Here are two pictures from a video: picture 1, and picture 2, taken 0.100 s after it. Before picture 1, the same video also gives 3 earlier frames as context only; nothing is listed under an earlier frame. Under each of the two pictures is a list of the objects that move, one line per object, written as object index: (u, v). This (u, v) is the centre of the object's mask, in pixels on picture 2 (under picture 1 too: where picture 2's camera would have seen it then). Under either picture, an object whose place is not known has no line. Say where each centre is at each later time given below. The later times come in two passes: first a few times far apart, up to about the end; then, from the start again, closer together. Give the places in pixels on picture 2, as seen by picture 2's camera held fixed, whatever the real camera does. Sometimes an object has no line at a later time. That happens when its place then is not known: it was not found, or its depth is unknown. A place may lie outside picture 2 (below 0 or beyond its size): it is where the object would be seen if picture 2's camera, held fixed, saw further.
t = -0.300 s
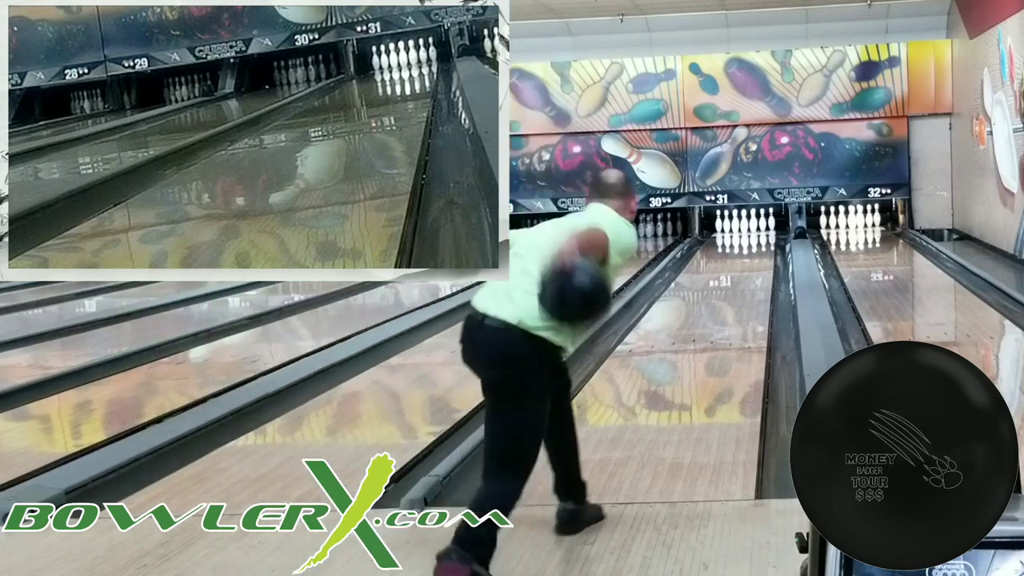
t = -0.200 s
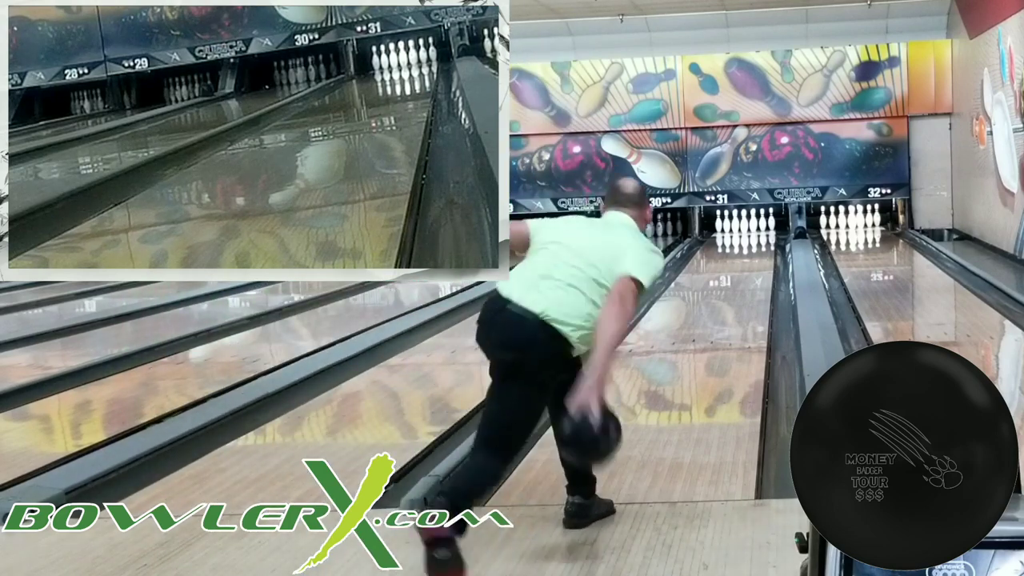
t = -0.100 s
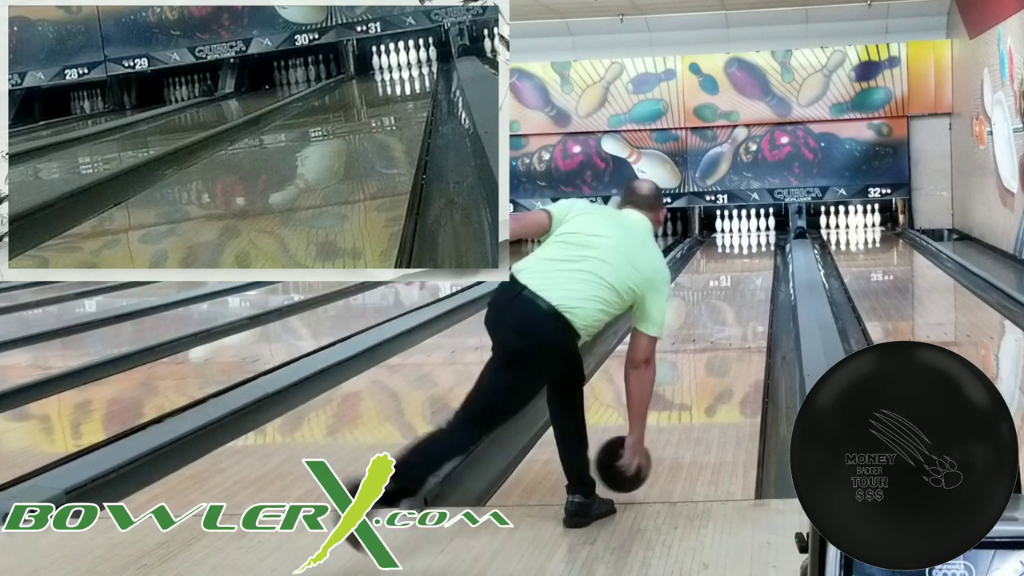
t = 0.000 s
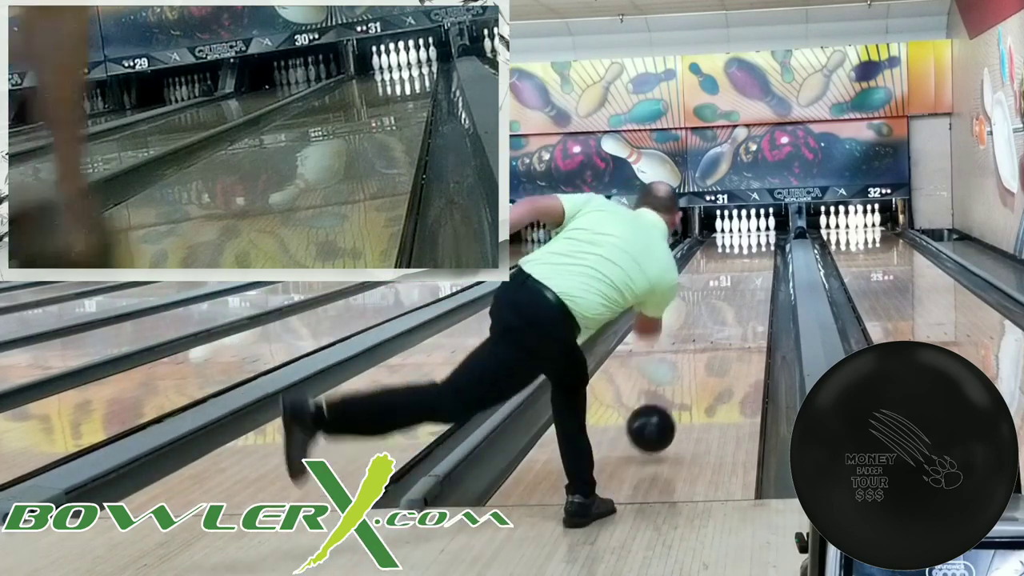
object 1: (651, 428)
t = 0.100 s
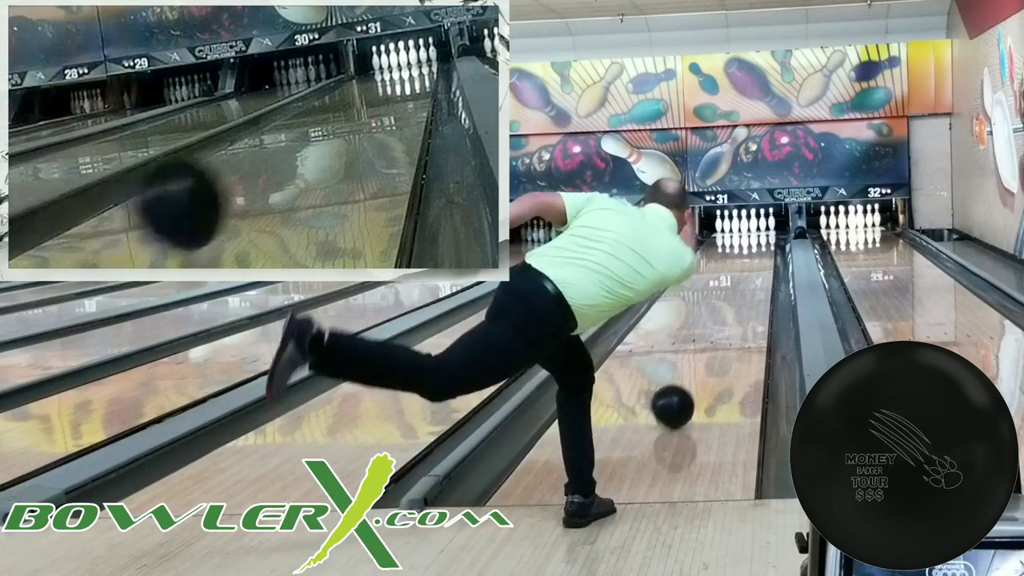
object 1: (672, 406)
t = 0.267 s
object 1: (699, 366)
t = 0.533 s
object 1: (726, 323)
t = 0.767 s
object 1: (741, 298)
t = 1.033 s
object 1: (753, 277)
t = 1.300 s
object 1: (760, 261)
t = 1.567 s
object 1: (764, 249)
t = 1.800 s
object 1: (763, 240)
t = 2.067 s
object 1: (756, 234)
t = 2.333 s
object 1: (746, 229)
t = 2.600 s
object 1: (739, 225)
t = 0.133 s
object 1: (678, 397)
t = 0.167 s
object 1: (684, 388)
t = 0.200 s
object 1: (689, 380)
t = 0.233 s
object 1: (694, 373)
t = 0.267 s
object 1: (699, 366)
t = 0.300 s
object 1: (703, 360)
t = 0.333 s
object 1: (707, 353)
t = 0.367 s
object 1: (710, 347)
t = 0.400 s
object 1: (713, 343)
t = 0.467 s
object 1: (721, 331)
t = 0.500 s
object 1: (723, 327)
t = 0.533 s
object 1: (726, 323)
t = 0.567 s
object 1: (728, 319)
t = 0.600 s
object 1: (731, 315)
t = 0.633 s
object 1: (733, 311)
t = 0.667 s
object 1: (736, 308)
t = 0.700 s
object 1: (738, 304)
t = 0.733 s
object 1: (740, 301)
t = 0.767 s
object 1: (741, 298)
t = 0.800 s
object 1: (743, 295)
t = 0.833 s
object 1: (745, 292)
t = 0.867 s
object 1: (746, 289)
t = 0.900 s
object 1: (748, 287)
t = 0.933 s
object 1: (749, 284)
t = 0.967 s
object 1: (751, 282)
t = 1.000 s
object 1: (752, 279)
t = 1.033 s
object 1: (753, 277)
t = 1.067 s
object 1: (754, 275)
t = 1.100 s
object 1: (755, 273)
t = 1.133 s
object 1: (756, 270)
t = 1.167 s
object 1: (757, 269)
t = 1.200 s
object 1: (758, 267)
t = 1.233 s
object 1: (759, 265)
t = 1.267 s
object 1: (759, 263)
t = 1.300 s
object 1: (760, 261)
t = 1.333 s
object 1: (761, 260)
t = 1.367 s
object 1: (761, 258)
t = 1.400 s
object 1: (762, 256)
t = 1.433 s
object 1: (762, 255)
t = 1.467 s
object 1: (763, 253)
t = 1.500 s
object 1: (763, 251)
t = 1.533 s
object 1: (763, 250)
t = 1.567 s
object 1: (764, 249)
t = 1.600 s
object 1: (764, 247)
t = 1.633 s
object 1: (764, 246)
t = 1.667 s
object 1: (764, 244)
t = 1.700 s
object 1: (764, 243)
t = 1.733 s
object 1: (764, 243)
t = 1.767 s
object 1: (763, 241)
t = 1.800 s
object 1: (763, 240)
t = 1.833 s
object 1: (762, 239)
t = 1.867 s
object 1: (761, 238)
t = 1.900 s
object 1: (761, 238)
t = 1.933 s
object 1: (760, 237)
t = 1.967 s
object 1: (759, 235)
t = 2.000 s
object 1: (758, 235)
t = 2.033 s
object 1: (757, 234)
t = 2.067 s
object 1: (756, 234)
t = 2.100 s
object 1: (755, 233)
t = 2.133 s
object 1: (753, 232)
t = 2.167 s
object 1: (752, 231)
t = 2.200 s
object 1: (751, 231)
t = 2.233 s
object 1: (750, 230)
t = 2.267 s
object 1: (749, 230)
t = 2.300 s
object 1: (747, 229)
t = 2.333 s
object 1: (746, 229)
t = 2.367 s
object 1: (745, 229)
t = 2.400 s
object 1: (745, 228)
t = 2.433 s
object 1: (744, 227)
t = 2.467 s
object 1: (743, 227)
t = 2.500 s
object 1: (742, 226)
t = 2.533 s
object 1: (740, 225)
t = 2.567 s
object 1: (739, 226)
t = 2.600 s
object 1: (739, 225)
